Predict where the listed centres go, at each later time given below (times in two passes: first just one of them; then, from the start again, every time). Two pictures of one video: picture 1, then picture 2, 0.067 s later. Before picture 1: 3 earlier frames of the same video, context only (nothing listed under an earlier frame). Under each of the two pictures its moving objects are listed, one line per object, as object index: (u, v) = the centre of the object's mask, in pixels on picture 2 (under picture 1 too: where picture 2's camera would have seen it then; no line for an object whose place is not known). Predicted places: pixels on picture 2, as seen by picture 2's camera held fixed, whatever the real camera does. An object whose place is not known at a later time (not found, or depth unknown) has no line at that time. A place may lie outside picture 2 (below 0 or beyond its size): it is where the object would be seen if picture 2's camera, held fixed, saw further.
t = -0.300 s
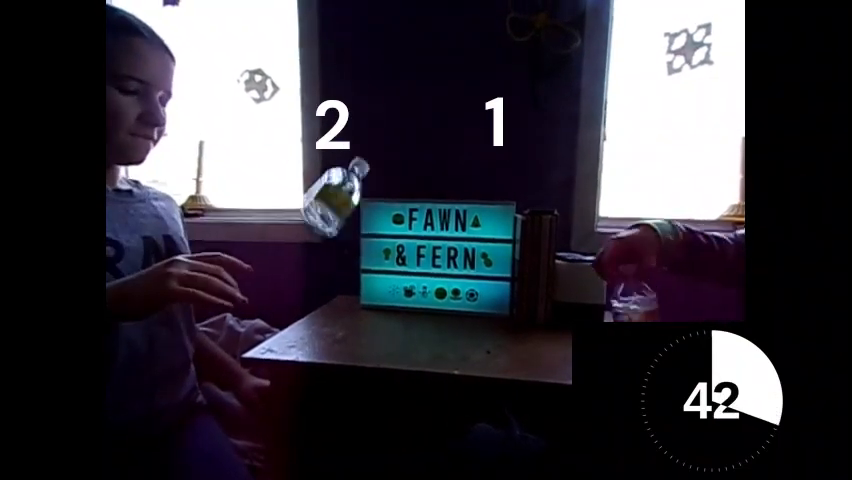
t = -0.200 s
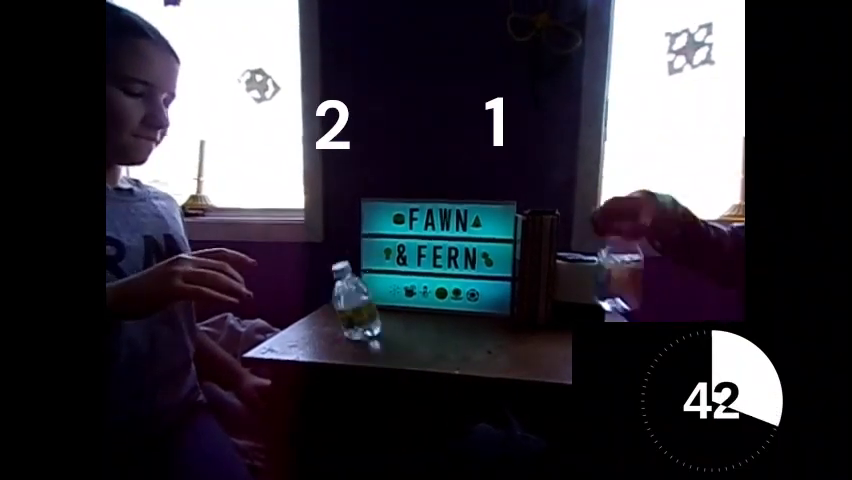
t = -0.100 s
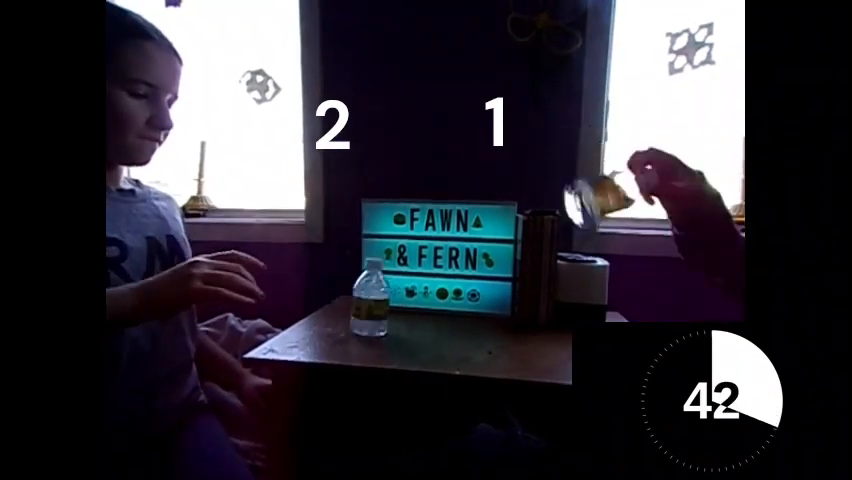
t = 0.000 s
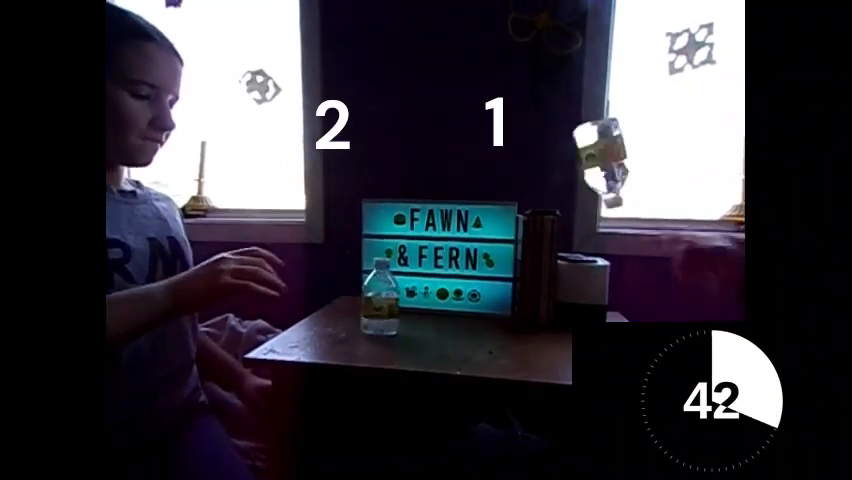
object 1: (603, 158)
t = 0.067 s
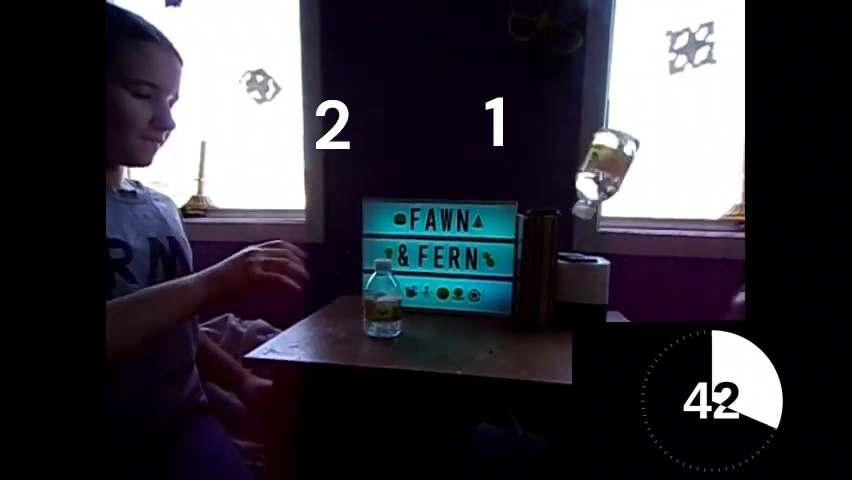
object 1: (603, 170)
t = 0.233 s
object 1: (582, 318)
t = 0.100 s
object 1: (601, 188)
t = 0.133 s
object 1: (600, 214)
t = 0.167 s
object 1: (600, 245)
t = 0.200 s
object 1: (600, 285)
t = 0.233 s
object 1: (582, 318)
